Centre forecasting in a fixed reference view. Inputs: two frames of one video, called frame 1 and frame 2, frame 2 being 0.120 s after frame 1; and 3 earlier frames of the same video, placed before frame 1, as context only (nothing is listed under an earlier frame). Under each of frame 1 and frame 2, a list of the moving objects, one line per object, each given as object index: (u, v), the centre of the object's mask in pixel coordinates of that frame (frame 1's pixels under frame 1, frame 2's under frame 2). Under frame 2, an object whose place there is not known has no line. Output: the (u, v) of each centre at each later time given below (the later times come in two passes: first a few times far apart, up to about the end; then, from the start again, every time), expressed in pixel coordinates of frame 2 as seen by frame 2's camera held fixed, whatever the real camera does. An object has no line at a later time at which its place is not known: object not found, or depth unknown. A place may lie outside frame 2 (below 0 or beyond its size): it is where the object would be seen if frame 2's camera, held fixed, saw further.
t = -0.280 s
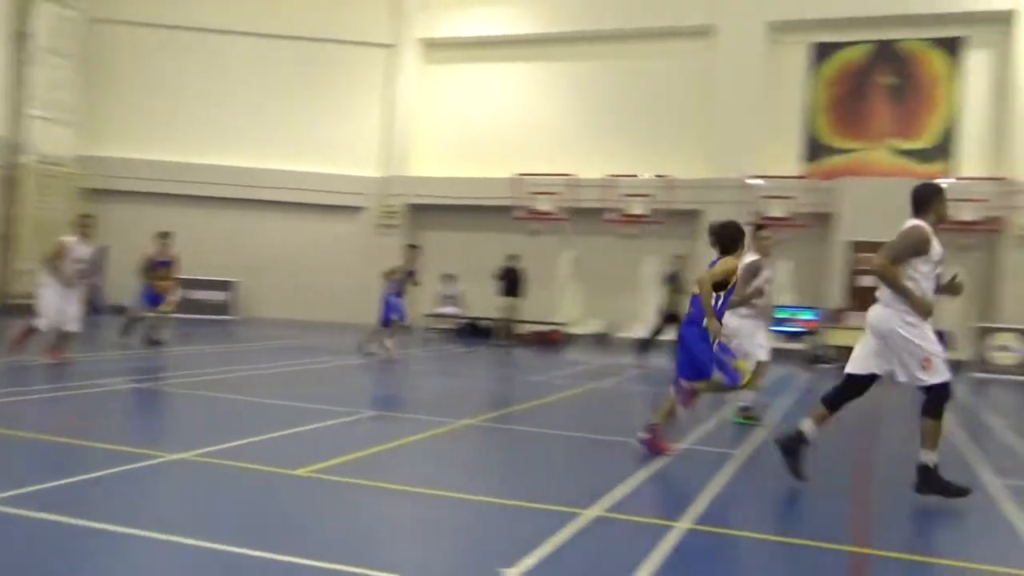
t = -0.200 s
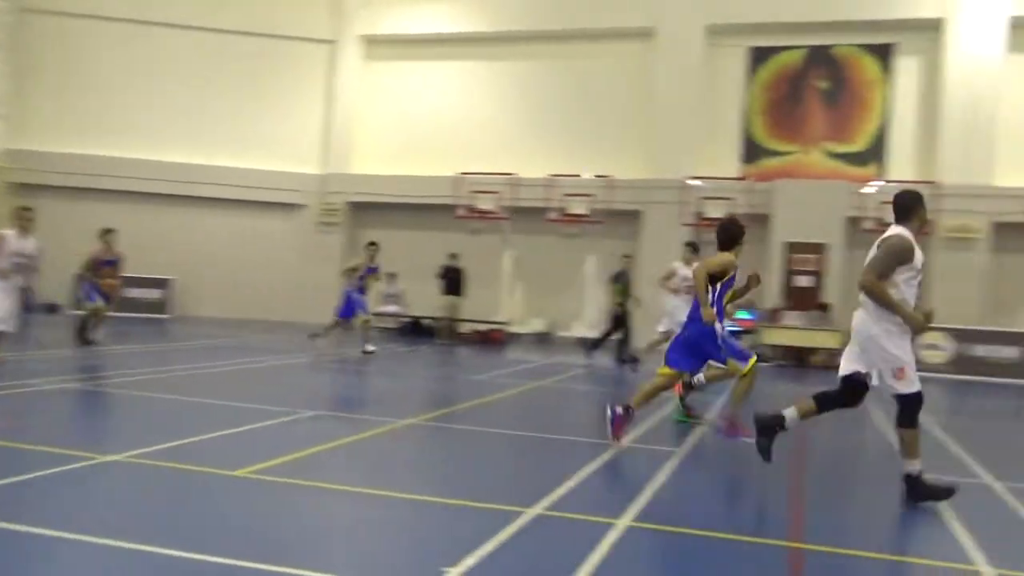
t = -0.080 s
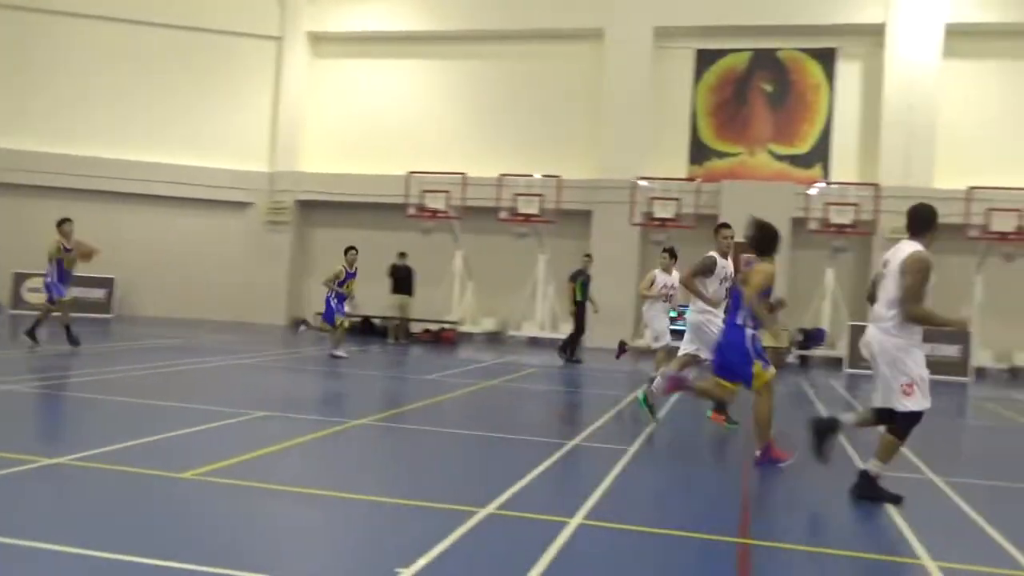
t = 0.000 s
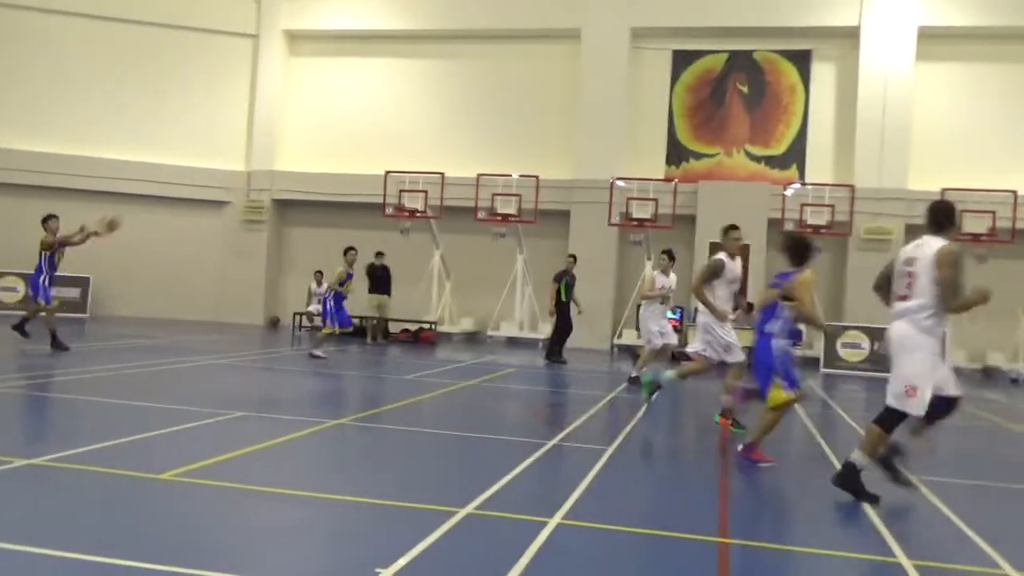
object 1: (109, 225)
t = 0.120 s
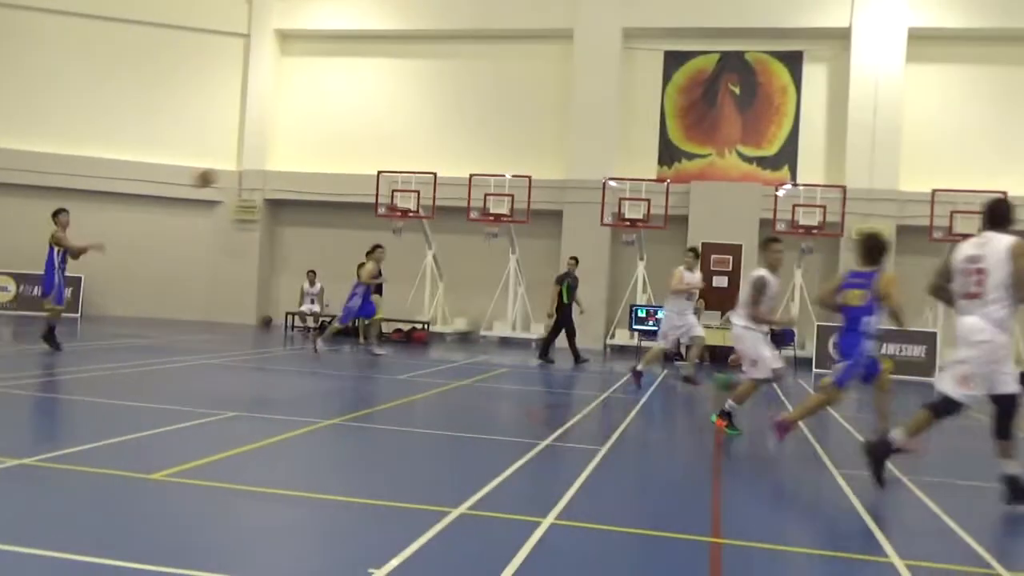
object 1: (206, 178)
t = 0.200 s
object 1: (273, 153)
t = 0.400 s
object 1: (453, 101)
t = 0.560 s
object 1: (603, 78)
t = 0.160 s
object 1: (240, 165)
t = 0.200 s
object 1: (273, 153)
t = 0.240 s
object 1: (309, 140)
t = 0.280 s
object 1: (344, 129)
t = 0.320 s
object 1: (380, 119)
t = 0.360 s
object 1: (416, 110)
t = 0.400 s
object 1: (453, 101)
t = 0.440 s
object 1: (489, 94)
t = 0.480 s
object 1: (527, 88)
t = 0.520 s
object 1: (565, 83)
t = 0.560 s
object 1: (603, 78)
